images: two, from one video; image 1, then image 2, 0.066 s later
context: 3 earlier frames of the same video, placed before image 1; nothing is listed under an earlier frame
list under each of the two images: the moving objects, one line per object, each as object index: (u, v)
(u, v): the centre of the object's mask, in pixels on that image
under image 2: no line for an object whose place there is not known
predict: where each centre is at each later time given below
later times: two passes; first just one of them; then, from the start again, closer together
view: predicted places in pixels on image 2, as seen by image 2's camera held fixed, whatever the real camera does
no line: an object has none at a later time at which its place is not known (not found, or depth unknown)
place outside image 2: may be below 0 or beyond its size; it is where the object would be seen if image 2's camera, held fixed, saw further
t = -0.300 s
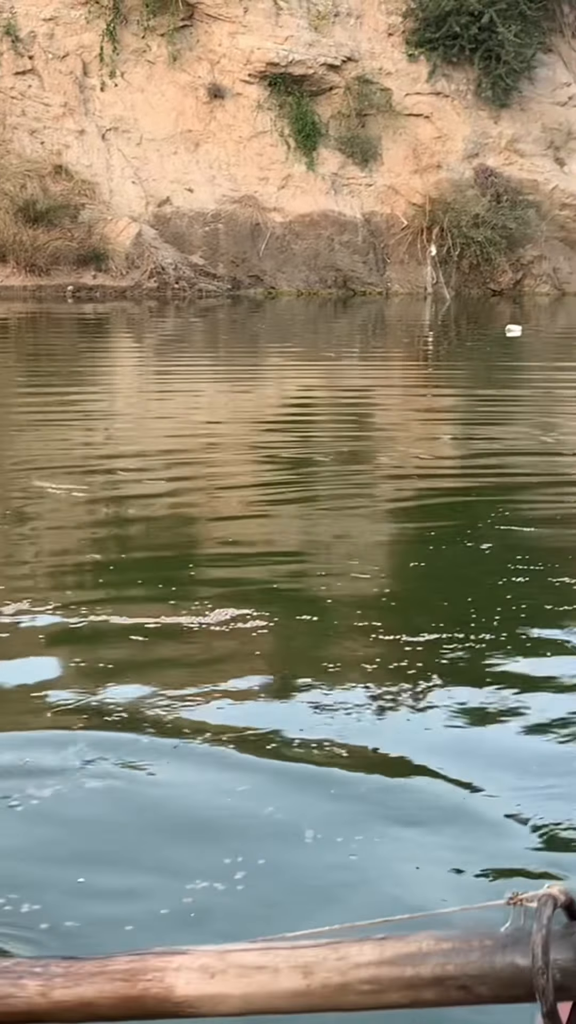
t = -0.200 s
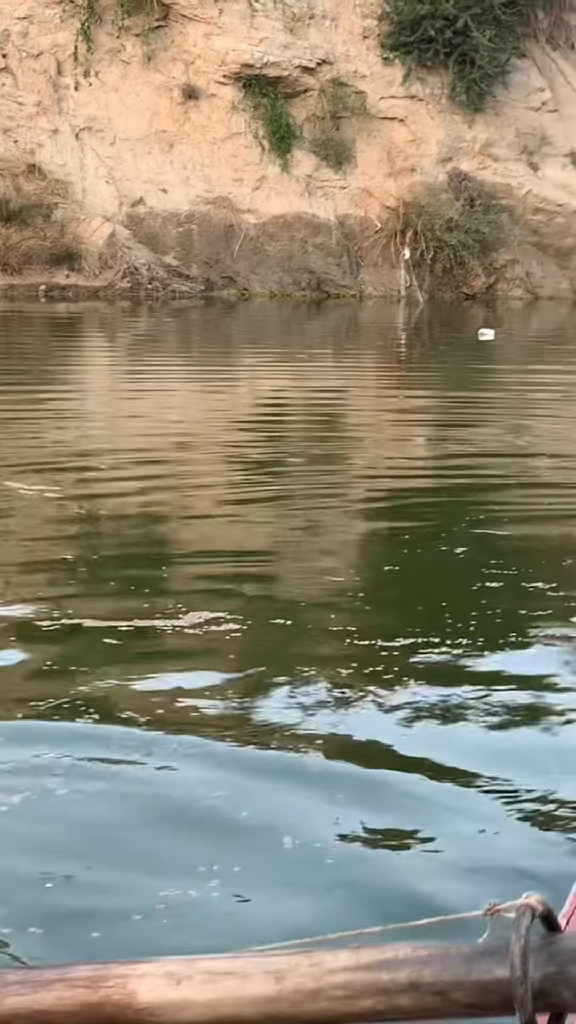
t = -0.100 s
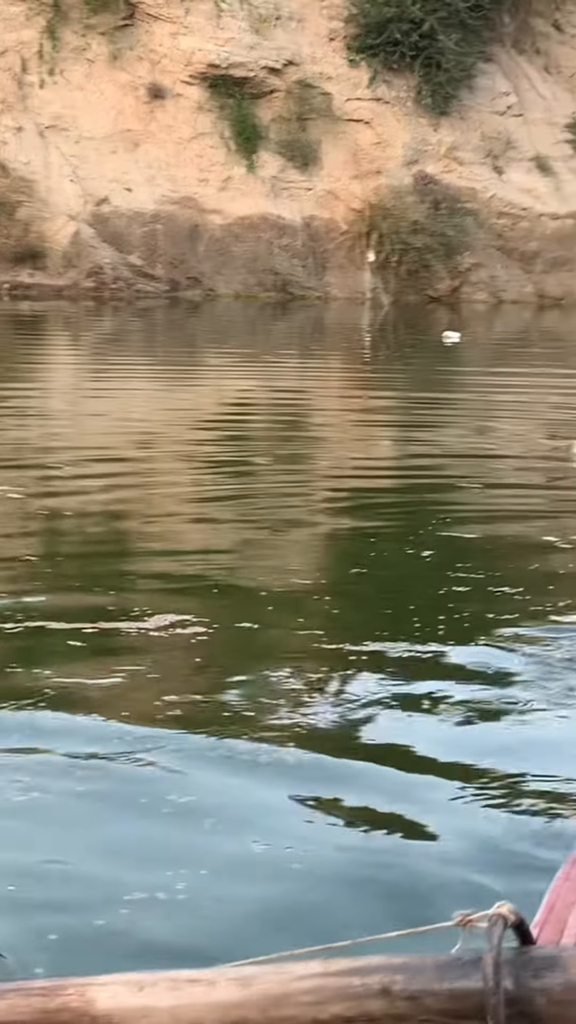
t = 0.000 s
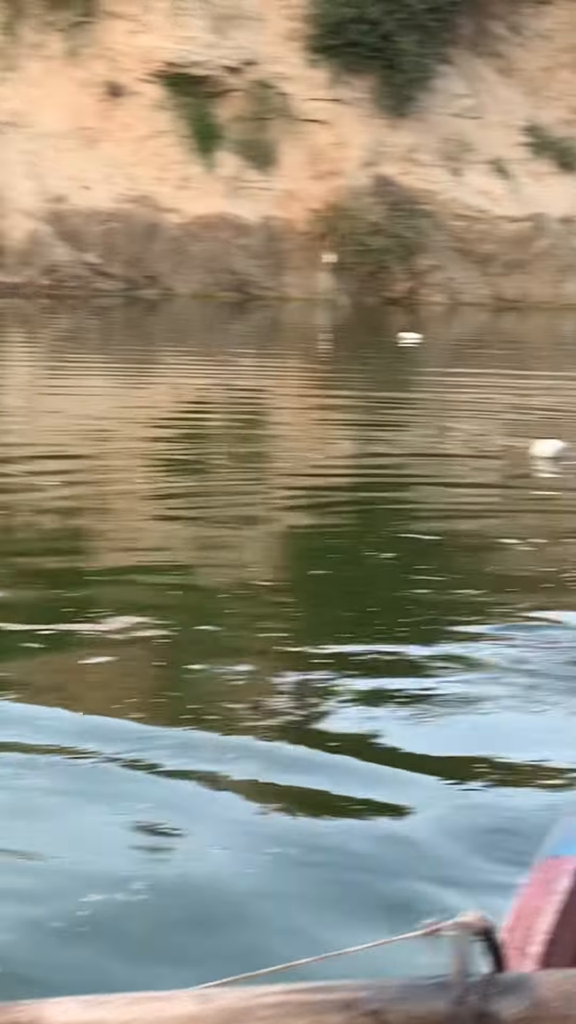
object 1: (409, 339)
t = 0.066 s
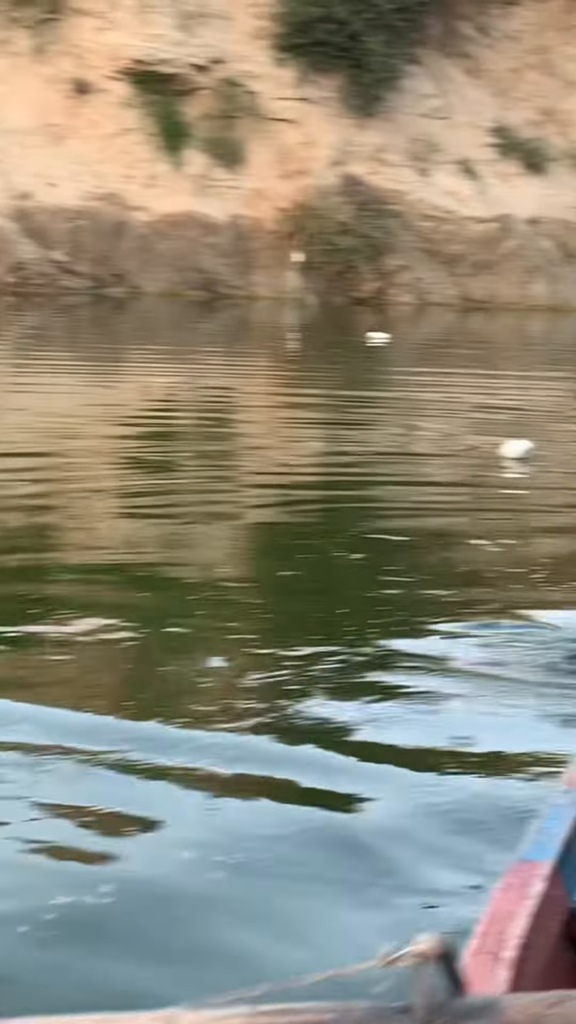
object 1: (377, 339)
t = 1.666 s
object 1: (382, 342)
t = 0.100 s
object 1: (377, 339)
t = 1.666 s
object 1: (382, 342)
